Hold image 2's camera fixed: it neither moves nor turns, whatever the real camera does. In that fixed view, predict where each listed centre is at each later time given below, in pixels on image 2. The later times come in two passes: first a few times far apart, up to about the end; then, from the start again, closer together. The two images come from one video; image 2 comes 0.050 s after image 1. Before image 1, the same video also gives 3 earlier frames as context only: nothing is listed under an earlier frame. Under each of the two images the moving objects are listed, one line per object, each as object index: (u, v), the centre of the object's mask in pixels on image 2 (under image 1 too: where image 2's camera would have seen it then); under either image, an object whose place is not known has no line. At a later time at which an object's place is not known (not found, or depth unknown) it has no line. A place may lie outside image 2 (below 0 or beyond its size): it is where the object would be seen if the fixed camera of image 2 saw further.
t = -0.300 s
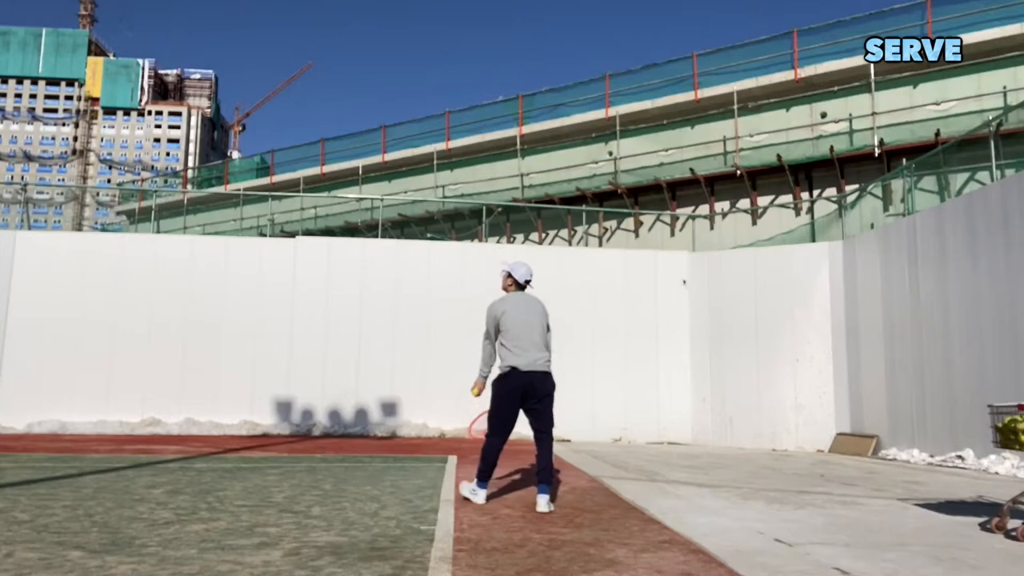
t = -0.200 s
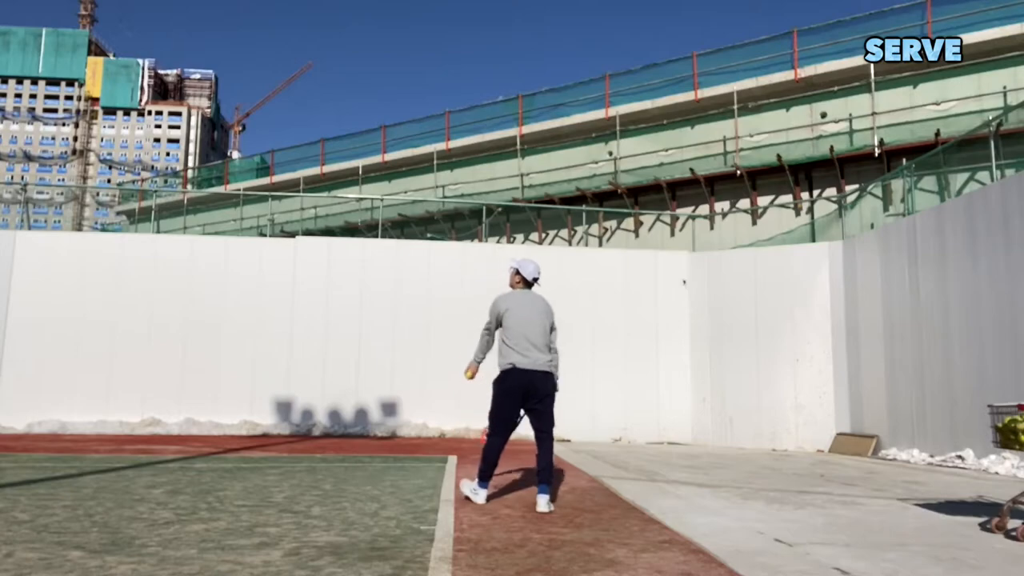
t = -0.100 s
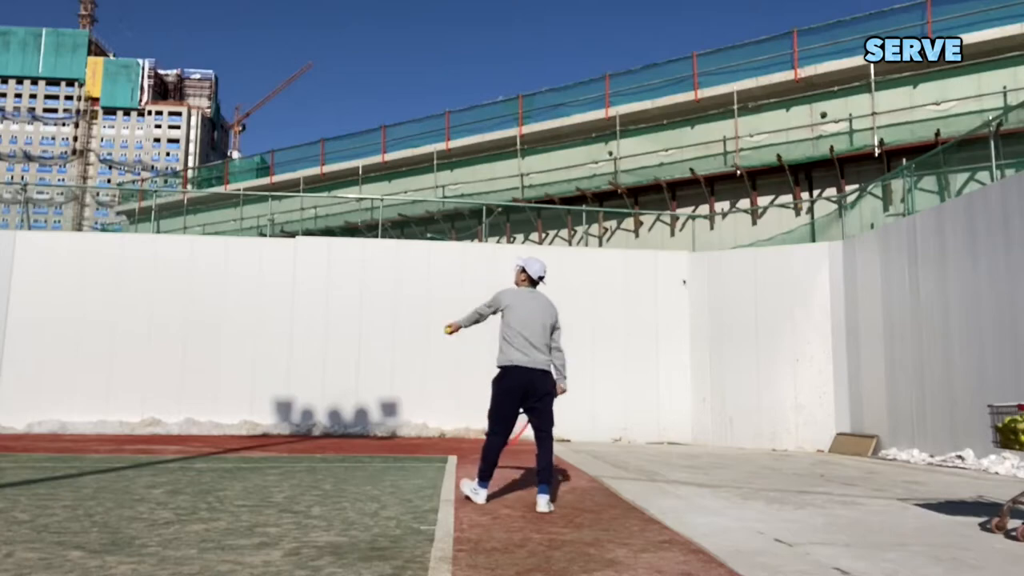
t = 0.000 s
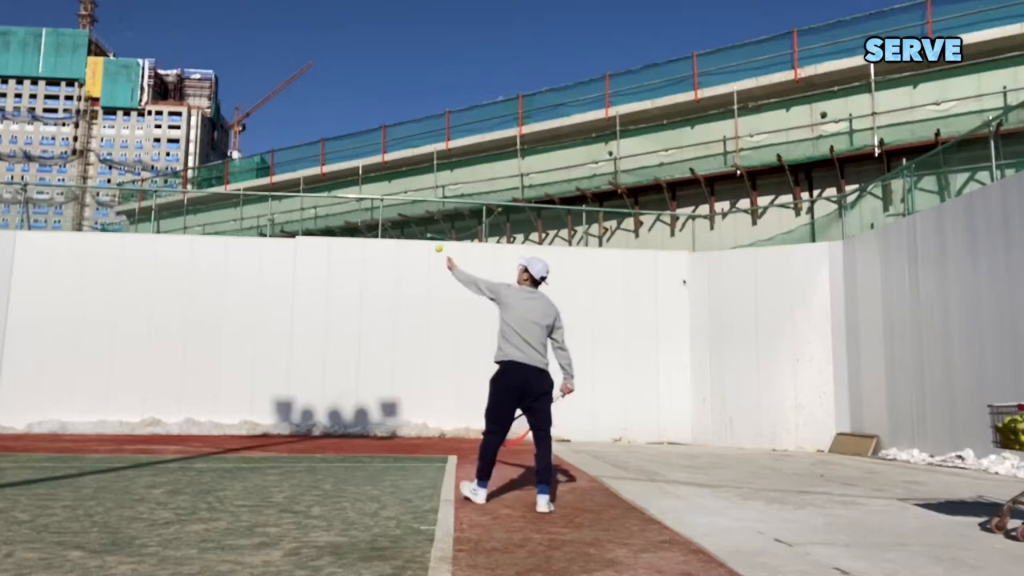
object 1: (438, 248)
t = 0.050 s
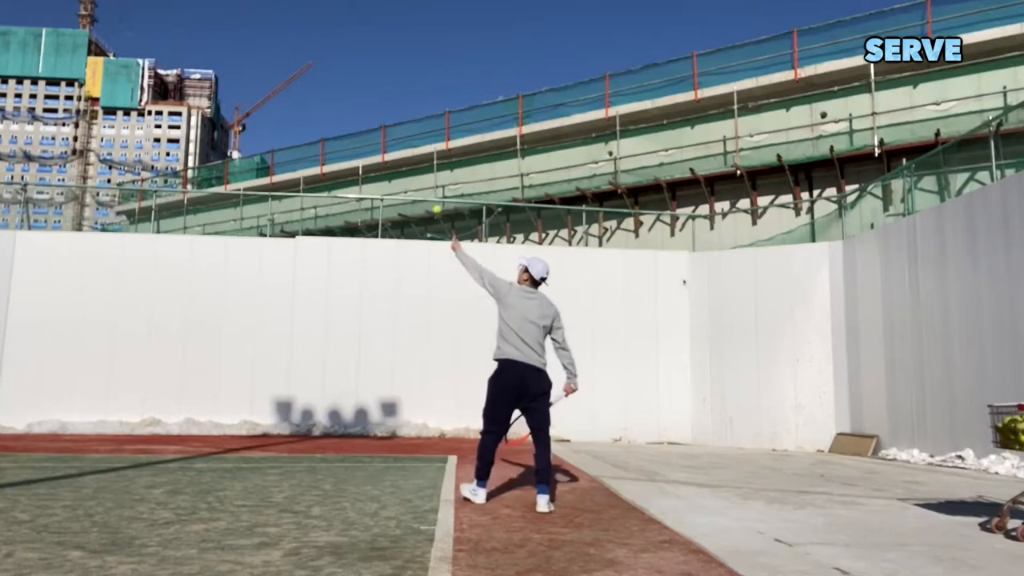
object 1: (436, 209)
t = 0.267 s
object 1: (429, 82)
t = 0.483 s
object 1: (421, 15)
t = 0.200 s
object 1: (431, 115)
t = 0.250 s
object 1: (429, 90)
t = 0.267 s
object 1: (429, 82)
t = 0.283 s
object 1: (427, 75)
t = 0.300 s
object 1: (428, 68)
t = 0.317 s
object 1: (427, 62)
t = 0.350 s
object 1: (426, 50)
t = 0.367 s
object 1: (426, 44)
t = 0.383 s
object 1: (425, 39)
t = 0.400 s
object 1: (424, 34)
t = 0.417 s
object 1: (424, 29)
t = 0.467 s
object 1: (422, 18)
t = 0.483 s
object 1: (421, 15)
